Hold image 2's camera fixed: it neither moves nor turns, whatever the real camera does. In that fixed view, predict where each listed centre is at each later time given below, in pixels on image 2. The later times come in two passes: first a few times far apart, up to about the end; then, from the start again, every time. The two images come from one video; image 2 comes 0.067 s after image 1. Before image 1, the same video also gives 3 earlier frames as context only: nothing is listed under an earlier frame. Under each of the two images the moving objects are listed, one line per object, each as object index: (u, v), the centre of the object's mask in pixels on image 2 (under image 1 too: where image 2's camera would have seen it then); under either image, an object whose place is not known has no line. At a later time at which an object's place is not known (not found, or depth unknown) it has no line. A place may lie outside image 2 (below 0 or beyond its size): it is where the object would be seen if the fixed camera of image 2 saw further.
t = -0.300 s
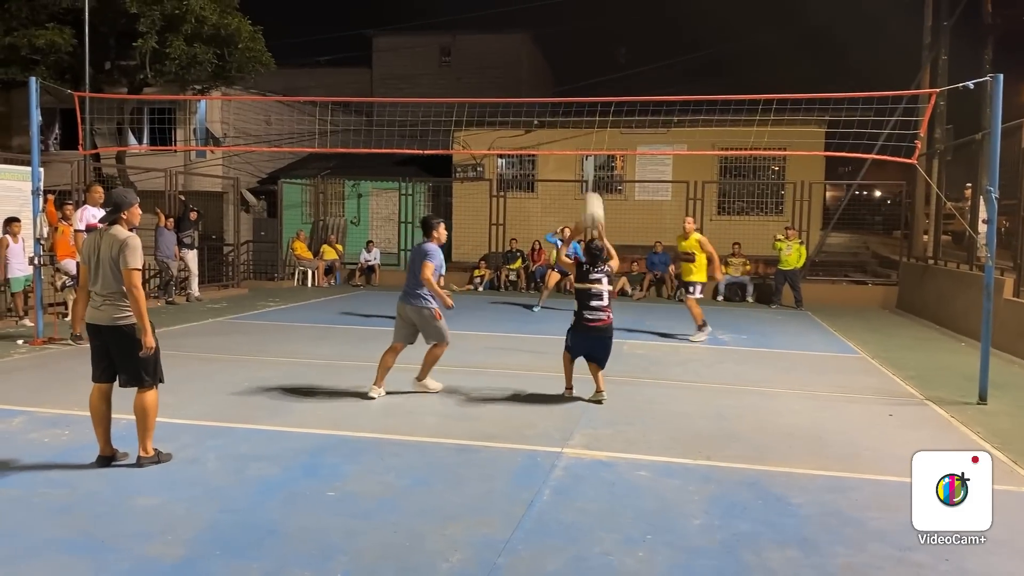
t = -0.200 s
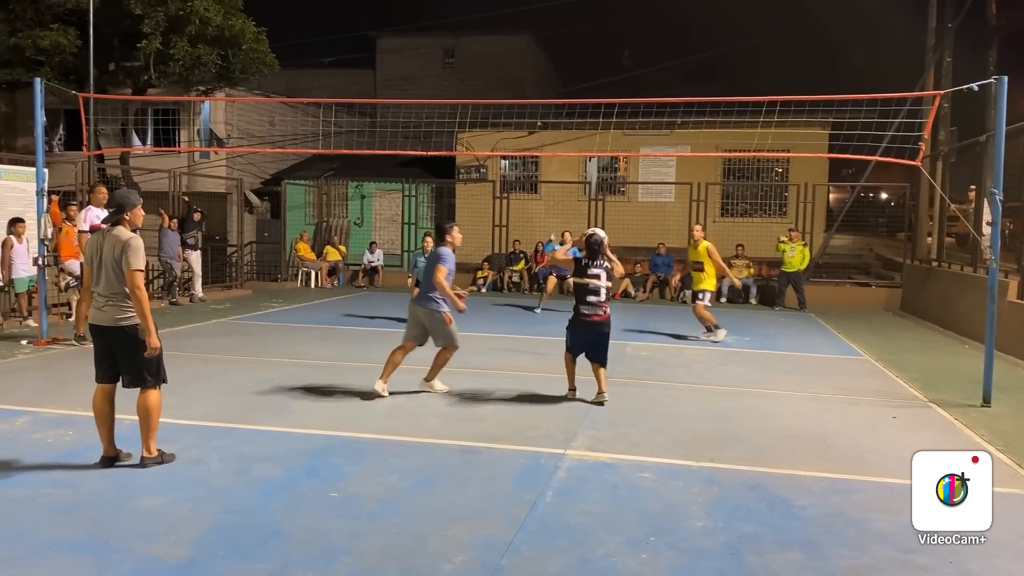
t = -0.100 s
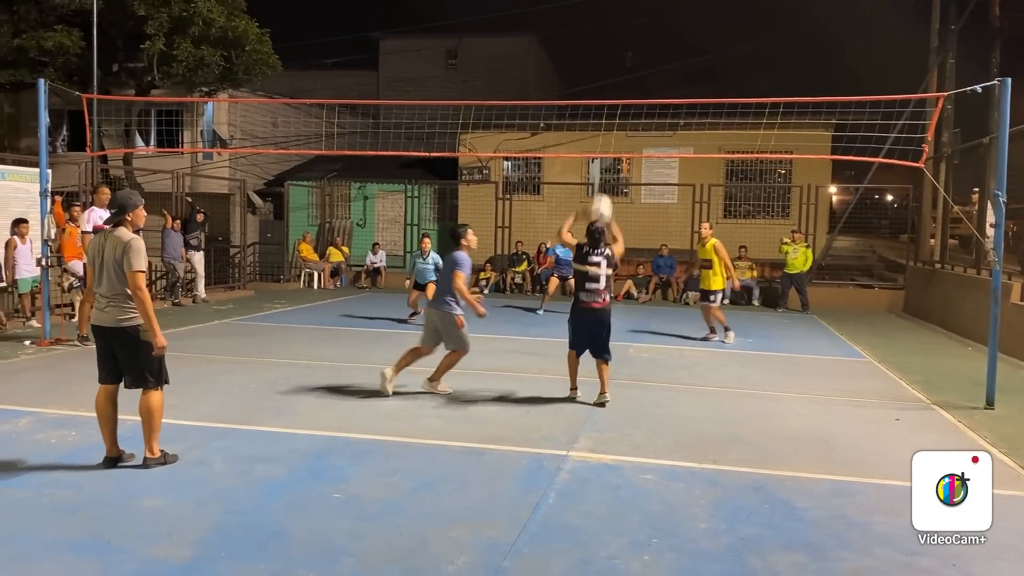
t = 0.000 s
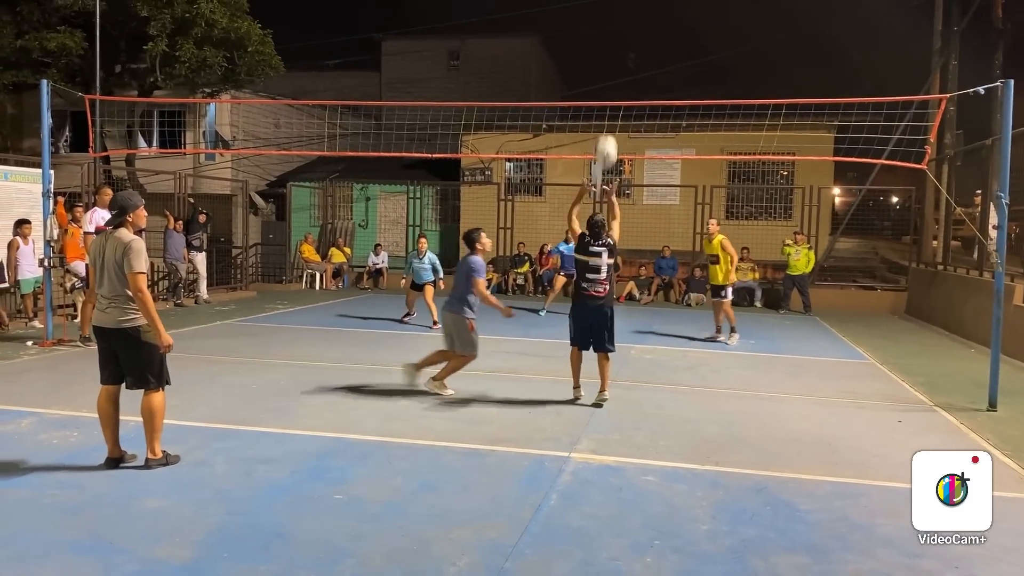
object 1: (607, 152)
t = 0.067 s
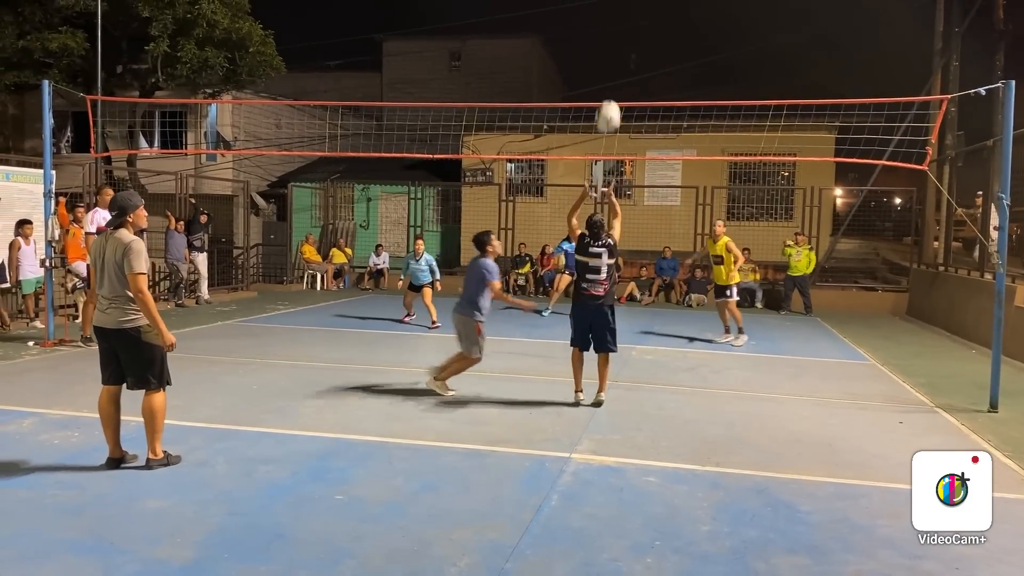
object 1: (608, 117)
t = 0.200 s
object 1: (611, 61)
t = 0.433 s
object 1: (614, 13)
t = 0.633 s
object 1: (615, 19)
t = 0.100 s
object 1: (609, 101)
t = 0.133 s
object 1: (609, 86)
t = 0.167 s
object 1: (610, 73)
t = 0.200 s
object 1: (611, 61)
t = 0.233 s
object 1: (611, 51)
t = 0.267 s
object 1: (612, 41)
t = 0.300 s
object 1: (612, 33)
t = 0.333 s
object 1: (613, 26)
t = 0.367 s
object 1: (613, 20)
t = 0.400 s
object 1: (613, 16)
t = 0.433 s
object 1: (614, 13)
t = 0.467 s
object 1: (614, 11)
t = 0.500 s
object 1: (614, 10)
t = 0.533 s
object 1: (614, 10)
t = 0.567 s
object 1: (615, 12)
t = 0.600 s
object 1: (615, 15)
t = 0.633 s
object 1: (615, 19)
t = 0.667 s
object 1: (615, 24)
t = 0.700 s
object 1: (615, 31)
